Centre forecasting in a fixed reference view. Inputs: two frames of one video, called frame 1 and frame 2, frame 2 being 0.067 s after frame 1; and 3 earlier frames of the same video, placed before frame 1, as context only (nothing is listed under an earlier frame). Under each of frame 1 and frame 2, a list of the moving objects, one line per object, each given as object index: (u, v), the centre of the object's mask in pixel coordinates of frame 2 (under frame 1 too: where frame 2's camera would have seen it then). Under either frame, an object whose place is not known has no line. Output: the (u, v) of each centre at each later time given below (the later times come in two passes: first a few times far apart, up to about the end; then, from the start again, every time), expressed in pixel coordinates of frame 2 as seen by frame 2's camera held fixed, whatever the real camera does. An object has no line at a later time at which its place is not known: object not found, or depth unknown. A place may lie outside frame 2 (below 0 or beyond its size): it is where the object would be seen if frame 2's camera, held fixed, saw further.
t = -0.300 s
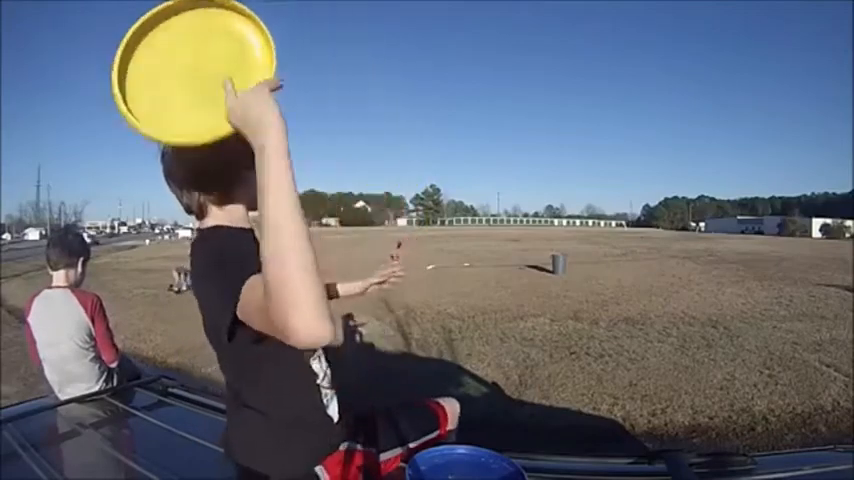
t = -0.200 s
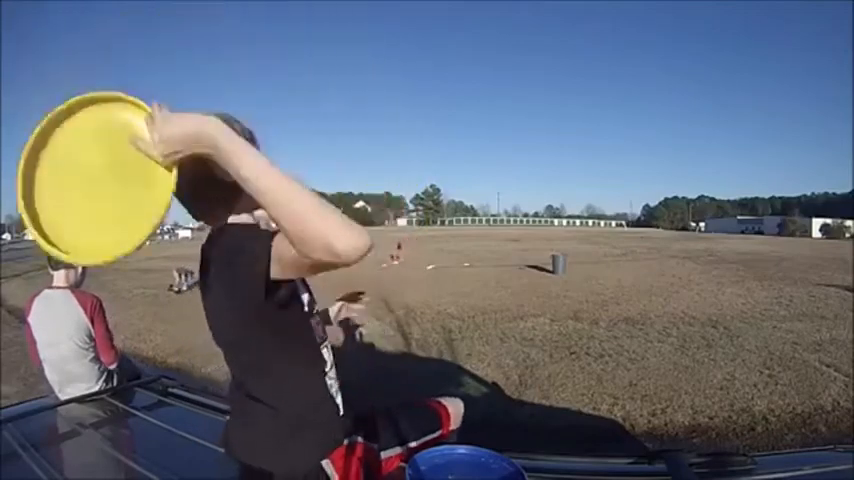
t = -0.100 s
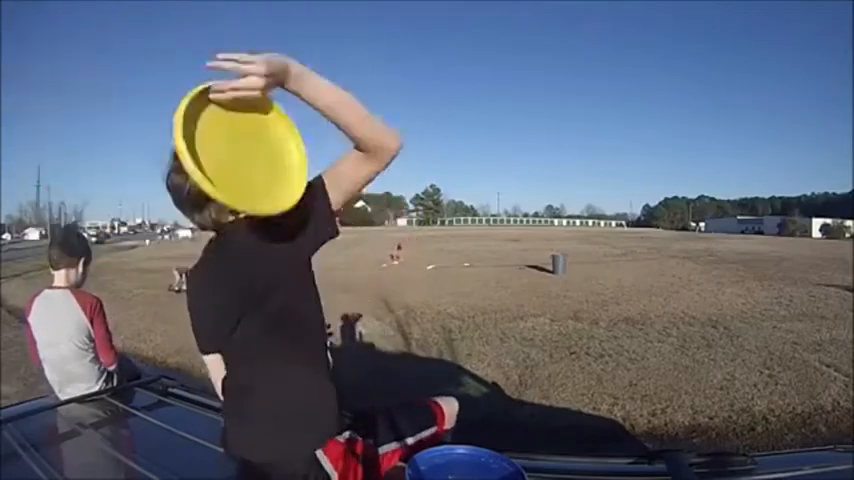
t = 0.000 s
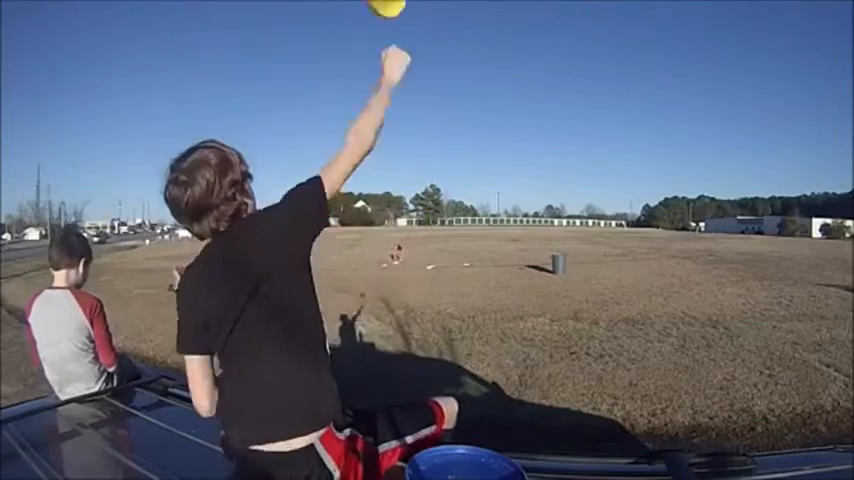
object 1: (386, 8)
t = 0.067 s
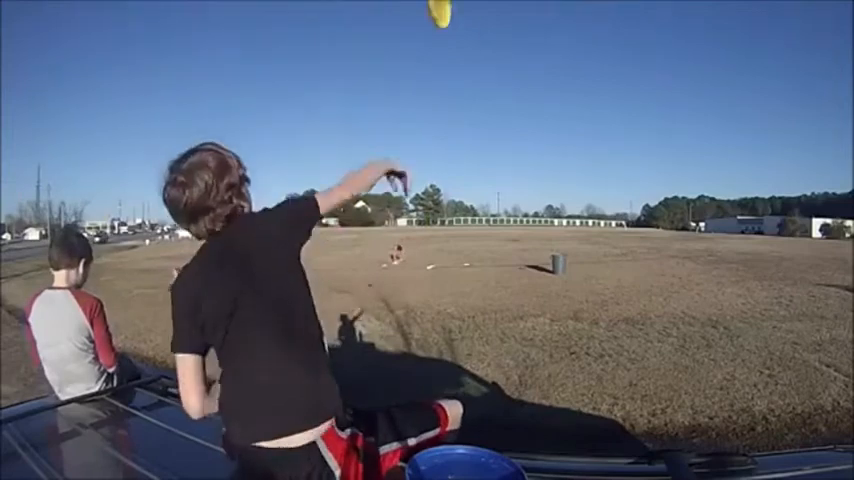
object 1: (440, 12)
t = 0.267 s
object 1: (487, 47)
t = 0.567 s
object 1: (507, 96)
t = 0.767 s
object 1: (518, 129)
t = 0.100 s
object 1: (453, 15)
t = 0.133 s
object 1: (464, 21)
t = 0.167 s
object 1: (471, 29)
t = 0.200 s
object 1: (477, 35)
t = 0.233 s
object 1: (483, 42)
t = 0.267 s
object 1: (487, 47)
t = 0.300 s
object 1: (490, 53)
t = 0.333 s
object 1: (493, 58)
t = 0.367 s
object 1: (496, 64)
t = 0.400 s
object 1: (498, 70)
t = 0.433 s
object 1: (501, 75)
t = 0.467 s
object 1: (501, 79)
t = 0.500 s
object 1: (505, 86)
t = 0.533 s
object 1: (506, 92)
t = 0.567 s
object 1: (507, 96)
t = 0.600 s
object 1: (509, 102)
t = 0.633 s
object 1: (511, 107)
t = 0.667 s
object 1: (513, 113)
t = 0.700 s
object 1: (515, 119)
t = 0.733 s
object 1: (517, 123)
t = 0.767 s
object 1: (518, 129)
